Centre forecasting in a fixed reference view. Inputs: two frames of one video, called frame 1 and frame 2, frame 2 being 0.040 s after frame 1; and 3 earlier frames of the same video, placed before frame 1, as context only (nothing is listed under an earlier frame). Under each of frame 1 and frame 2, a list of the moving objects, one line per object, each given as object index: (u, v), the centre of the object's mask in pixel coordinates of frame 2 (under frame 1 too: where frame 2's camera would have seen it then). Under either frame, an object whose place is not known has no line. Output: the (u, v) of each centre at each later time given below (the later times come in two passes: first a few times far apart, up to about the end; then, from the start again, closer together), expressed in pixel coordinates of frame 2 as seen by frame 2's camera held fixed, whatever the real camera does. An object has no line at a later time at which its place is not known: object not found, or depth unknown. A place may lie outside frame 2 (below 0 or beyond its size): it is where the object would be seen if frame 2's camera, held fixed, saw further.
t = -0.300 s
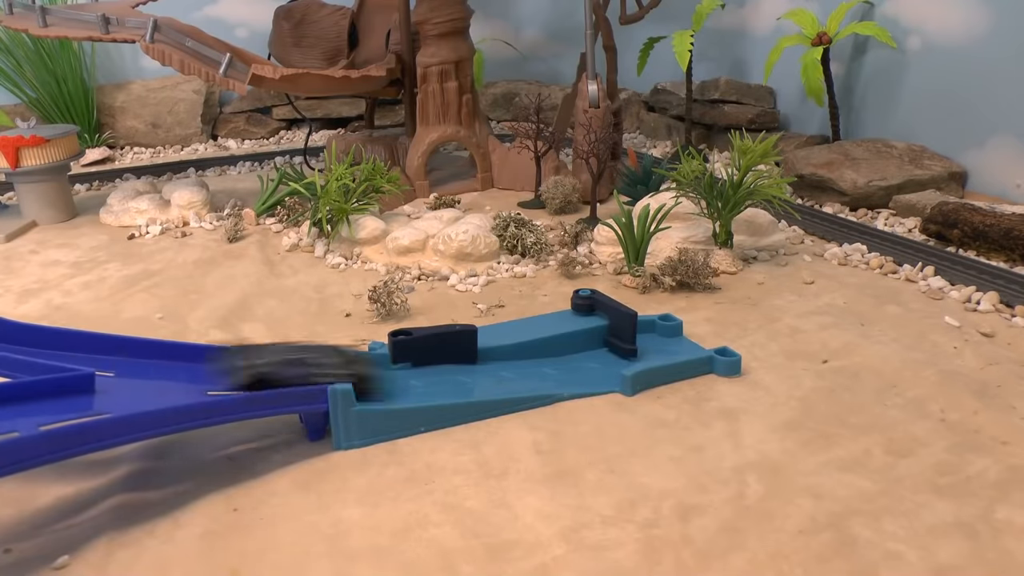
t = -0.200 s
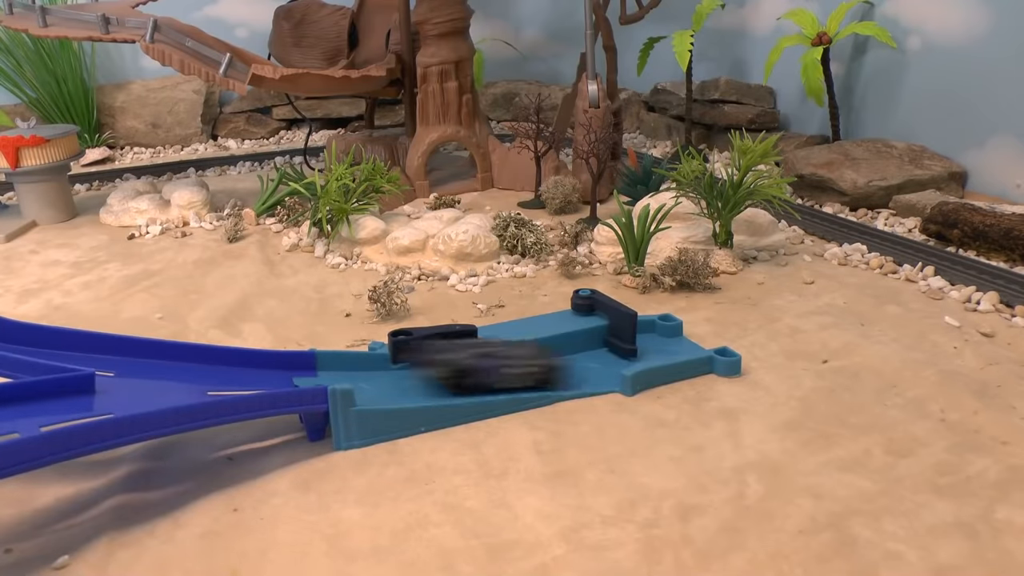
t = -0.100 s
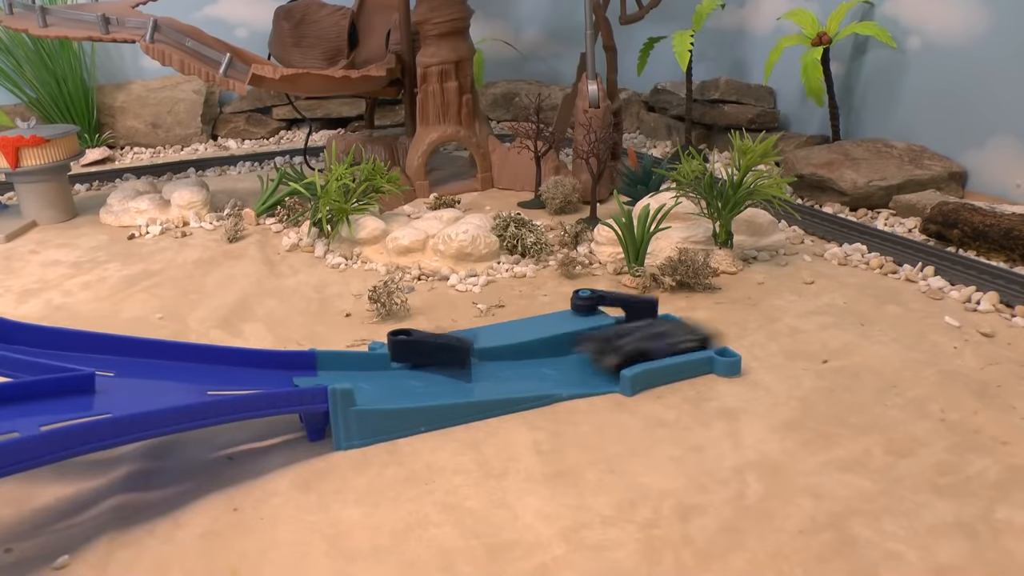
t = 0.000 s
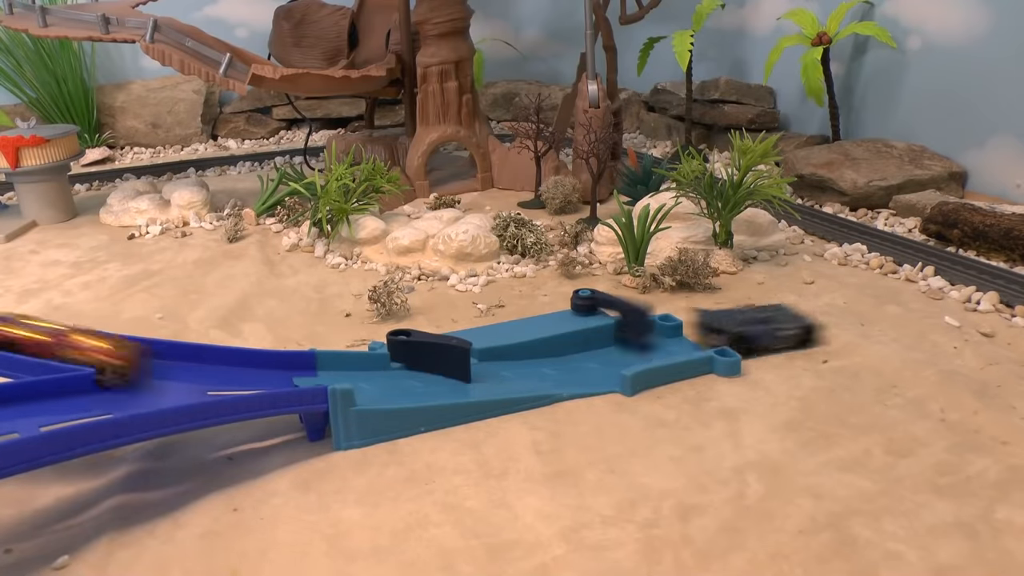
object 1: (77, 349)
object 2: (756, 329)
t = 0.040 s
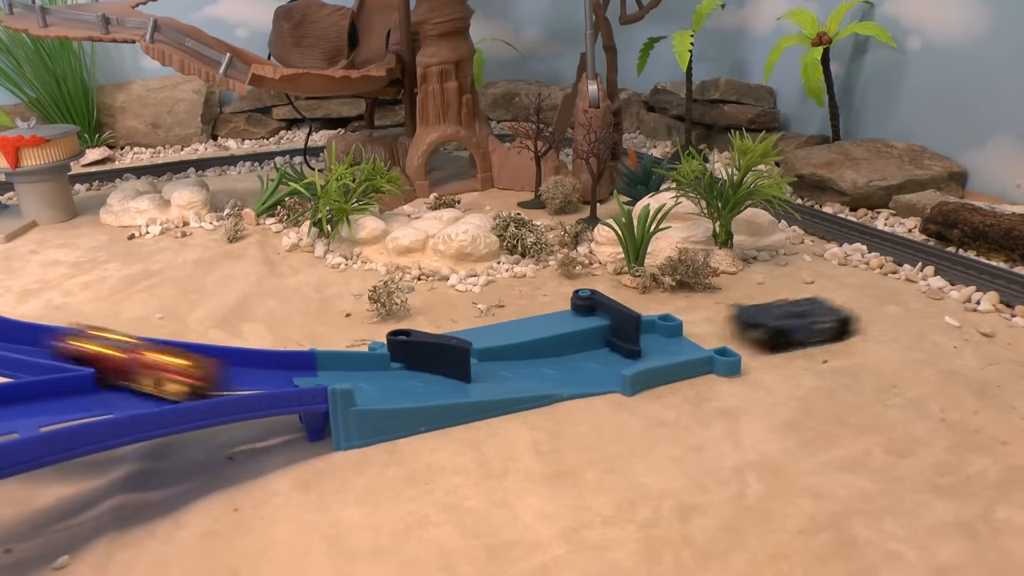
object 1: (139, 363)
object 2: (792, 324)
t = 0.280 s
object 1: (456, 383)
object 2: (931, 300)
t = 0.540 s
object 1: (606, 485)
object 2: (930, 300)
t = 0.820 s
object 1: (665, 537)
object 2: (930, 300)
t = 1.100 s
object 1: (685, 550)
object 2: (930, 300)
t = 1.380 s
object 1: (685, 550)
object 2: (931, 300)
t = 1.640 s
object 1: (685, 550)
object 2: (930, 300)
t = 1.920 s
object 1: (685, 550)
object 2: (930, 300)
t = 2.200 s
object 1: (685, 550)
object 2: (930, 300)
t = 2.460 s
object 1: (684, 550)
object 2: (930, 300)
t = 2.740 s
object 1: (685, 550)
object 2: (930, 300)
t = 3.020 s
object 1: (685, 550)
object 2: (930, 300)
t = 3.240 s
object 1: (685, 550)
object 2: (930, 300)
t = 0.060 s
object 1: (172, 367)
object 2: (810, 320)
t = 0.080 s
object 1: (204, 366)
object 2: (826, 317)
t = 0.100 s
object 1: (232, 367)
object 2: (842, 315)
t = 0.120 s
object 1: (260, 367)
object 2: (857, 313)
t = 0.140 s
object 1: (293, 368)
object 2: (873, 309)
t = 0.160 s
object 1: (329, 370)
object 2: (886, 307)
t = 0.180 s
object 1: (356, 370)
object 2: (897, 307)
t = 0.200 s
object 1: (386, 371)
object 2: (907, 304)
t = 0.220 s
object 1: (403, 375)
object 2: (917, 302)
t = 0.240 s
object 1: (420, 380)
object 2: (925, 301)
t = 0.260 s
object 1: (438, 380)
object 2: (929, 300)
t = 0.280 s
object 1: (456, 383)
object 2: (931, 300)
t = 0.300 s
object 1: (470, 390)
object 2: (931, 300)
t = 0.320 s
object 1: (485, 402)
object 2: (931, 300)
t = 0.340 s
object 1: (496, 406)
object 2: (930, 300)
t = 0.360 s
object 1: (510, 412)
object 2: (931, 300)
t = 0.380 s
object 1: (524, 424)
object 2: (931, 300)
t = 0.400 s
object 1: (541, 436)
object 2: (931, 300)
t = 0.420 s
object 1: (557, 443)
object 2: (931, 300)
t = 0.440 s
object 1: (568, 451)
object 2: (930, 300)
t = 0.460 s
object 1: (577, 457)
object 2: (931, 300)
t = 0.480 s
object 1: (585, 464)
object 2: (930, 300)
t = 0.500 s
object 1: (592, 471)
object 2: (930, 300)
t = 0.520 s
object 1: (598, 477)
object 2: (930, 300)
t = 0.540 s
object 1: (606, 485)
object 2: (930, 300)
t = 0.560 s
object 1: (614, 493)
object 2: (930, 300)
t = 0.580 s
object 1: (620, 499)
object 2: (930, 300)
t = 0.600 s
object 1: (627, 506)
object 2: (930, 300)
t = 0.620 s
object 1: (633, 512)
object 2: (930, 300)
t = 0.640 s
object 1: (638, 515)
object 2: (930, 300)
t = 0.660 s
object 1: (642, 518)
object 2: (930, 300)
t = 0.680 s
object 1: (646, 521)
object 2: (930, 300)
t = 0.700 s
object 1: (649, 523)
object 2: (930, 300)
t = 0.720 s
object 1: (653, 526)
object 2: (930, 300)
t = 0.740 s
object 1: (656, 529)
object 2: (930, 300)
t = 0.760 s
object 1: (659, 531)
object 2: (930, 300)
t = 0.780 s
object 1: (661, 533)
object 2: (930, 300)
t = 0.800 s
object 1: (663, 535)
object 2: (930, 300)
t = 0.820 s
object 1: (665, 537)
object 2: (930, 300)
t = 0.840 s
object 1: (668, 539)
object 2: (930, 300)
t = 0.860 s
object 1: (669, 540)
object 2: (930, 300)
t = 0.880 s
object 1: (671, 541)
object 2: (930, 300)
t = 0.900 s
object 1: (673, 543)
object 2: (930, 300)
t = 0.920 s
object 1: (675, 544)
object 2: (930, 300)
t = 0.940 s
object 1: (677, 545)
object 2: (930, 300)
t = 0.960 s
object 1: (679, 546)
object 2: (930, 300)
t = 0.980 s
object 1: (680, 547)
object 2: (930, 300)
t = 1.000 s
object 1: (682, 548)
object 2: (930, 300)
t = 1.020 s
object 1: (683, 549)
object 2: (931, 300)
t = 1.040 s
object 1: (684, 549)
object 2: (930, 300)
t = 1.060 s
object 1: (684, 550)
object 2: (930, 300)
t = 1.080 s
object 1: (685, 550)
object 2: (930, 300)
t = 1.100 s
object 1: (685, 550)
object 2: (930, 300)
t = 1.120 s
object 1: (685, 550)
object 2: (930, 300)
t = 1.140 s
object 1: (685, 550)
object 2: (930, 300)
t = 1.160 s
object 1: (685, 550)
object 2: (930, 300)
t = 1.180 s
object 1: (685, 550)
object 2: (930, 300)
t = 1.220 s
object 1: (685, 550)
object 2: (931, 300)
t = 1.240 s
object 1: (685, 550)
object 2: (931, 300)
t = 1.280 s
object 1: (685, 550)
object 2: (931, 300)
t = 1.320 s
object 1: (685, 550)
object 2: (931, 300)
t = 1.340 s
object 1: (685, 550)
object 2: (931, 300)
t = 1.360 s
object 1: (685, 550)
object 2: (930, 300)
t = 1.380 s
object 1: (685, 550)
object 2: (931, 300)
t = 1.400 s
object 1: (685, 550)
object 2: (930, 300)
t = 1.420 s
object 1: (685, 550)
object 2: (930, 300)
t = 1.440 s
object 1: (685, 550)
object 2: (930, 300)
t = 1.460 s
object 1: (685, 550)
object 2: (930, 300)
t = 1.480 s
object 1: (685, 550)
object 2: (930, 300)
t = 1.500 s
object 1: (685, 550)
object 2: (931, 300)
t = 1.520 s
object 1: (685, 550)
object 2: (930, 300)
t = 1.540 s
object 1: (685, 550)
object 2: (930, 300)
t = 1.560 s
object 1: (685, 550)
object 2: (930, 300)
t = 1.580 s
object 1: (685, 550)
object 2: (930, 300)
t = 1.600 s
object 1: (685, 550)
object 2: (930, 300)
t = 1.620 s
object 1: (685, 550)
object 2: (930, 300)
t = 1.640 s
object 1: (685, 550)
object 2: (930, 300)
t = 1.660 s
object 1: (685, 550)
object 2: (930, 300)
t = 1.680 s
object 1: (685, 550)
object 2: (930, 300)
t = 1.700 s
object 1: (685, 550)
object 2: (930, 300)
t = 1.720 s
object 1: (685, 550)
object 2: (930, 300)
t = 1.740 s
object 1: (685, 550)
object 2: (930, 300)
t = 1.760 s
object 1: (685, 550)
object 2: (930, 300)
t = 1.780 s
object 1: (685, 550)
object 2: (930, 300)
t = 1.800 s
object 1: (685, 550)
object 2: (930, 300)
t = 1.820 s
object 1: (685, 550)
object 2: (930, 300)
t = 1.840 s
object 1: (685, 550)
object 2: (930, 300)
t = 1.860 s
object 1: (685, 550)
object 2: (930, 300)
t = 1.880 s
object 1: (685, 550)
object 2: (930, 300)
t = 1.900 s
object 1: (685, 550)
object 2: (930, 300)
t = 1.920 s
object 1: (685, 550)
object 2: (930, 300)
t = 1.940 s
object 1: (685, 550)
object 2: (930, 300)
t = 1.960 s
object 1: (685, 550)
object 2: (930, 300)
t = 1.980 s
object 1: (685, 550)
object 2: (930, 300)
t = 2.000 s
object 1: (685, 550)
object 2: (930, 300)
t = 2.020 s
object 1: (685, 550)
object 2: (930, 300)
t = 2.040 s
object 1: (685, 550)
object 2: (930, 300)
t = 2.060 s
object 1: (685, 550)
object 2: (930, 300)
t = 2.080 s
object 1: (685, 550)
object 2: (930, 300)
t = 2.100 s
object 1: (685, 550)
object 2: (930, 300)
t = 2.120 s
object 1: (685, 550)
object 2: (930, 300)
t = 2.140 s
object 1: (685, 550)
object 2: (930, 300)
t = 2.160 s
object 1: (685, 550)
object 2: (930, 300)
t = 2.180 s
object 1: (685, 550)
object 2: (930, 300)
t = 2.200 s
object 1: (685, 550)
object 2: (930, 300)
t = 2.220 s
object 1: (685, 550)
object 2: (930, 300)
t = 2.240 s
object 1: (685, 550)
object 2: (930, 300)
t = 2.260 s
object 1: (685, 550)
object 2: (931, 300)
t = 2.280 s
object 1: (685, 550)
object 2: (930, 300)
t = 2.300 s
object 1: (685, 550)
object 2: (931, 300)
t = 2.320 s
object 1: (685, 550)
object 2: (930, 300)
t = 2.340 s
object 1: (685, 550)
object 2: (930, 300)
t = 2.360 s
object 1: (684, 550)
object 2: (930, 300)
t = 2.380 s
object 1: (684, 550)
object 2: (930, 300)
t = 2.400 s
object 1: (685, 550)
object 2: (930, 300)
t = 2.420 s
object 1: (684, 550)
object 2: (930, 300)
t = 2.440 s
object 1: (685, 550)
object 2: (930, 300)
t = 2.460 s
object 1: (684, 550)
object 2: (930, 300)
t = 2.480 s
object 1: (685, 550)
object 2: (930, 300)
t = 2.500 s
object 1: (684, 550)
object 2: (930, 300)
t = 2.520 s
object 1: (685, 550)
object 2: (930, 300)
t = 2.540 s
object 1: (684, 550)
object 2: (930, 300)
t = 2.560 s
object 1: (685, 550)
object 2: (930, 300)
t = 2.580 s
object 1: (684, 550)
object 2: (930, 300)
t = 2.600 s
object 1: (685, 550)
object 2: (930, 300)
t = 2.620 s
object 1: (685, 550)
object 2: (930, 300)
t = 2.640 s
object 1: (685, 550)
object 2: (930, 300)
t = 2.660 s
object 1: (685, 550)
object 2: (930, 300)
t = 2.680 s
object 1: (685, 550)
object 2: (930, 300)
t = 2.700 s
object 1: (685, 550)
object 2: (930, 300)
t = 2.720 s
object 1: (685, 550)
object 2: (930, 300)
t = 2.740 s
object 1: (685, 550)
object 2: (930, 300)
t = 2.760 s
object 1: (685, 550)
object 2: (930, 300)
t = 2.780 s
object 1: (685, 550)
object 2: (930, 300)
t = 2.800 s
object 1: (685, 550)
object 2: (930, 300)
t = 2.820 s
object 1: (685, 550)
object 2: (930, 300)
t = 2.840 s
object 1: (685, 550)
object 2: (930, 300)
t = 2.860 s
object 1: (685, 550)
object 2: (930, 300)
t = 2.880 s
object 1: (685, 550)
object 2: (930, 300)
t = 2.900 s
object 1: (685, 550)
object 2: (930, 300)
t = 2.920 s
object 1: (685, 550)
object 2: (930, 300)
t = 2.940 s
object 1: (685, 550)
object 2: (930, 300)
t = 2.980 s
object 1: (685, 550)
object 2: (930, 300)
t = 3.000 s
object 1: (685, 550)
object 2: (930, 300)
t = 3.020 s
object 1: (685, 550)
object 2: (930, 300)
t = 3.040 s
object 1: (685, 550)
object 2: (930, 300)
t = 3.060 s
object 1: (685, 550)
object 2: (930, 300)
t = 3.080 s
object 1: (685, 550)
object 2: (930, 300)
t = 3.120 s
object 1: (685, 550)
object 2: (930, 300)
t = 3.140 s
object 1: (685, 550)
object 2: (930, 300)
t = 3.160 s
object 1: (685, 550)
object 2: (930, 300)
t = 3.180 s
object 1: (685, 550)
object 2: (930, 300)
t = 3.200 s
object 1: (685, 550)
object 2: (930, 300)
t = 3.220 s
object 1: (685, 550)
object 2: (930, 300)
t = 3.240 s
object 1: (685, 550)
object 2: (930, 300)
